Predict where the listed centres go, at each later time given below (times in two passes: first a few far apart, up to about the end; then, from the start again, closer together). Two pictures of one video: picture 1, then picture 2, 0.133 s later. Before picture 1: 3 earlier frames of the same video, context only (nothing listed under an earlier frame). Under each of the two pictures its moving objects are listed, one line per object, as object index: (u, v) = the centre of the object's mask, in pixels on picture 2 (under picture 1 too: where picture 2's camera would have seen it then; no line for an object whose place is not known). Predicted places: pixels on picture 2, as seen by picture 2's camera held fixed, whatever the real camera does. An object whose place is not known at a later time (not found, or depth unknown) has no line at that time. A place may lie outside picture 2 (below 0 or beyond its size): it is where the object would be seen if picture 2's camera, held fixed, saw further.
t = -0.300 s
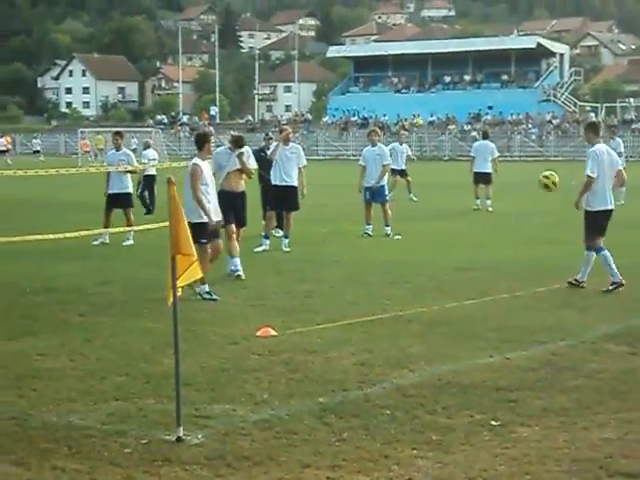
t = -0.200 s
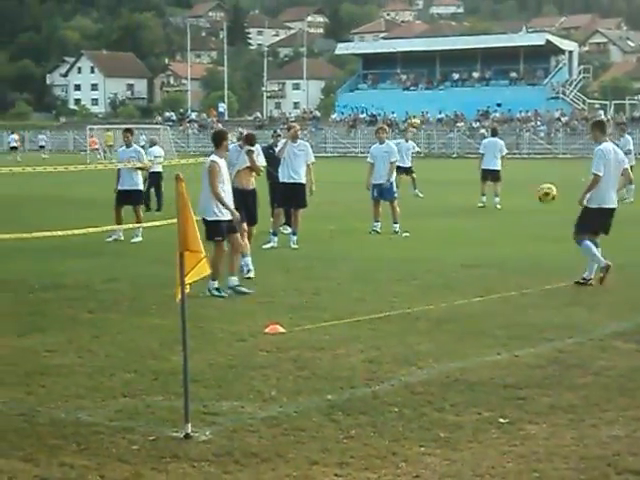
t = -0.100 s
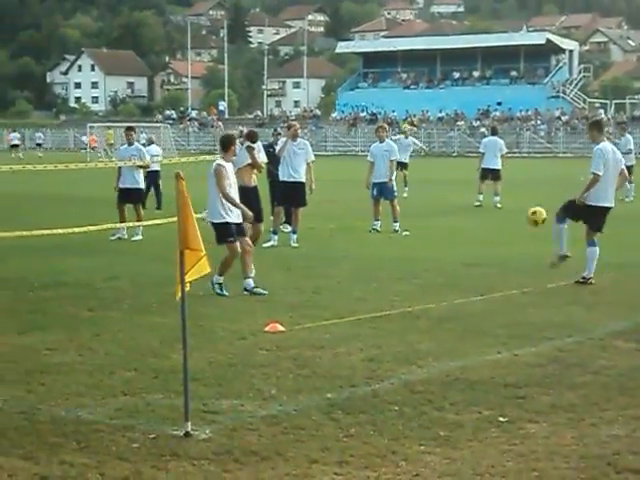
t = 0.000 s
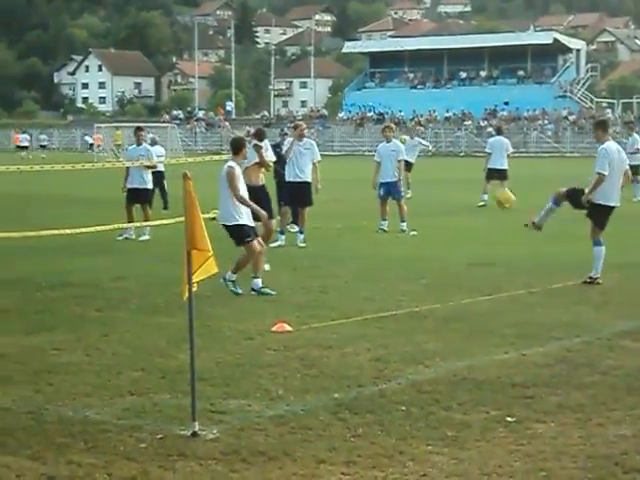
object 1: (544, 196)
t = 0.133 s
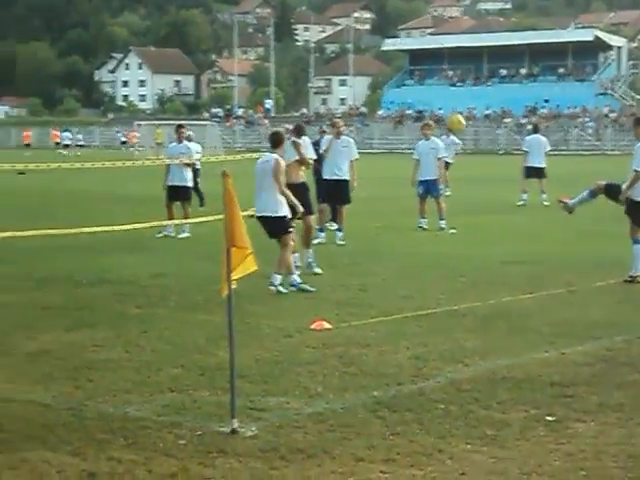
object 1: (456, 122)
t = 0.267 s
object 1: (375, 70)
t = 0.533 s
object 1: (233, 18)
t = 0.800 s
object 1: (110, 25)
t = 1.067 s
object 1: (7, 78)
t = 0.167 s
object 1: (436, 107)
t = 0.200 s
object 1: (415, 93)
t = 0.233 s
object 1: (394, 81)
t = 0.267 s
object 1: (375, 70)
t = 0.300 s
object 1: (356, 61)
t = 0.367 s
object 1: (319, 44)
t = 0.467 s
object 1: (265, 26)
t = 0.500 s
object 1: (249, 22)
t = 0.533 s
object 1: (233, 18)
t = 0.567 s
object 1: (215, 17)
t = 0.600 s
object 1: (199, 15)
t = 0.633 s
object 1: (184, 15)
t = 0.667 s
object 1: (169, 15)
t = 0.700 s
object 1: (154, 16)
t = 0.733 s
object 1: (139, 19)
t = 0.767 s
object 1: (125, 21)
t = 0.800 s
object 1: (110, 25)
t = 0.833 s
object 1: (96, 29)
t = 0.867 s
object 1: (83, 34)
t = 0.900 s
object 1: (69, 40)
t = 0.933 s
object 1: (57, 46)
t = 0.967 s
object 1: (44, 52)
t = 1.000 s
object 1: (31, 61)
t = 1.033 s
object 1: (19, 69)
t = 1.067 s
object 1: (7, 78)
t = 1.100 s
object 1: (-5, 88)
